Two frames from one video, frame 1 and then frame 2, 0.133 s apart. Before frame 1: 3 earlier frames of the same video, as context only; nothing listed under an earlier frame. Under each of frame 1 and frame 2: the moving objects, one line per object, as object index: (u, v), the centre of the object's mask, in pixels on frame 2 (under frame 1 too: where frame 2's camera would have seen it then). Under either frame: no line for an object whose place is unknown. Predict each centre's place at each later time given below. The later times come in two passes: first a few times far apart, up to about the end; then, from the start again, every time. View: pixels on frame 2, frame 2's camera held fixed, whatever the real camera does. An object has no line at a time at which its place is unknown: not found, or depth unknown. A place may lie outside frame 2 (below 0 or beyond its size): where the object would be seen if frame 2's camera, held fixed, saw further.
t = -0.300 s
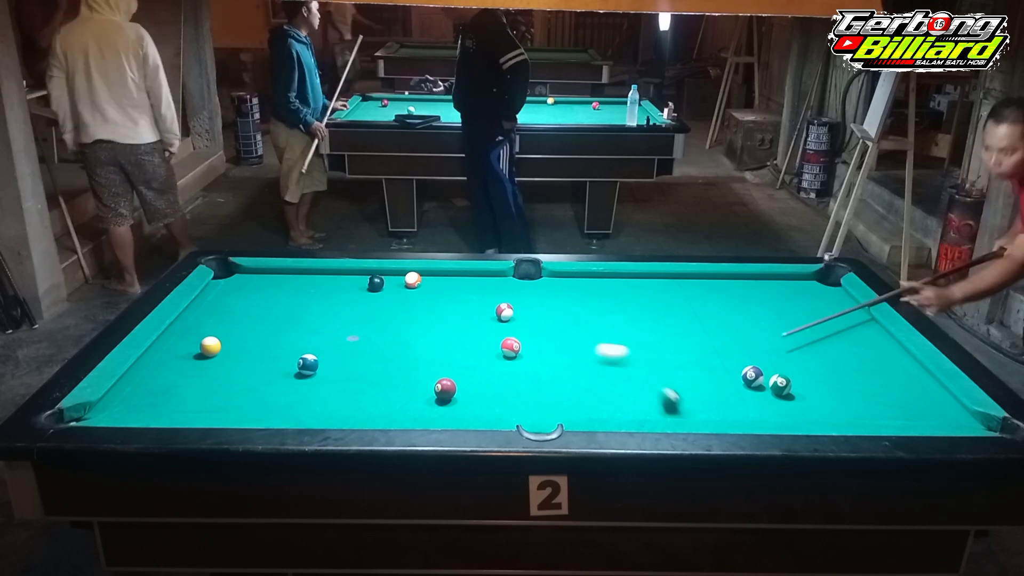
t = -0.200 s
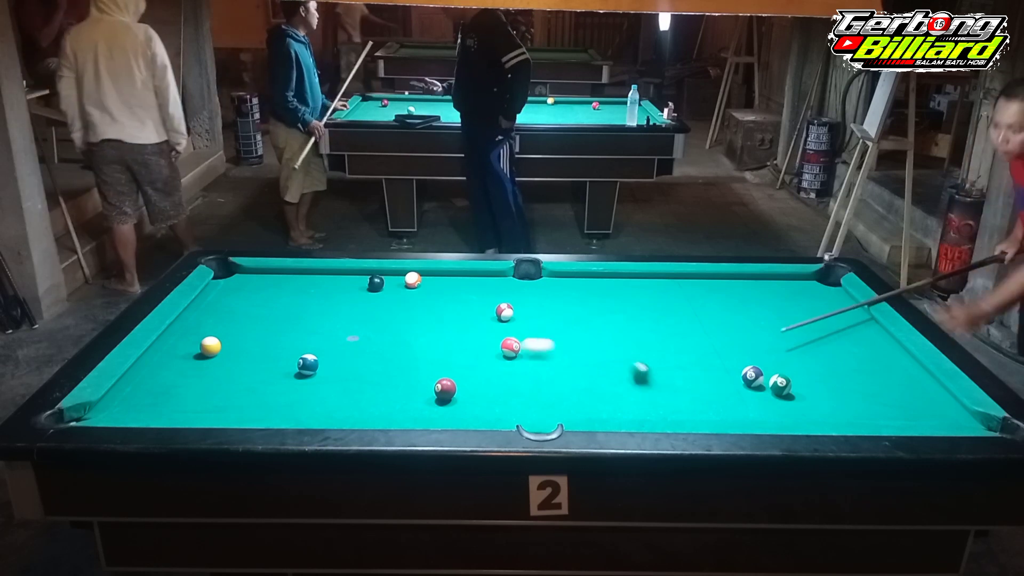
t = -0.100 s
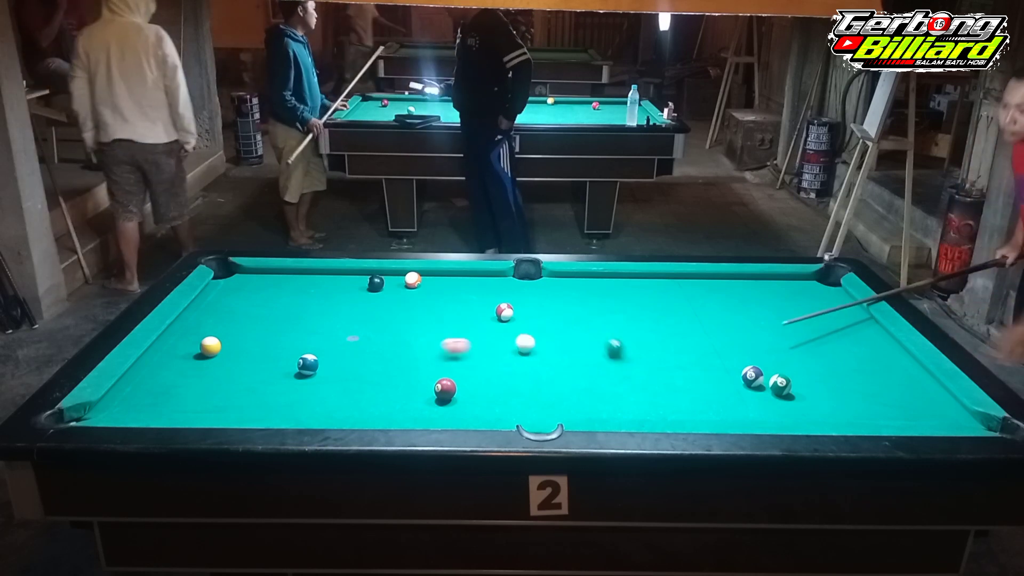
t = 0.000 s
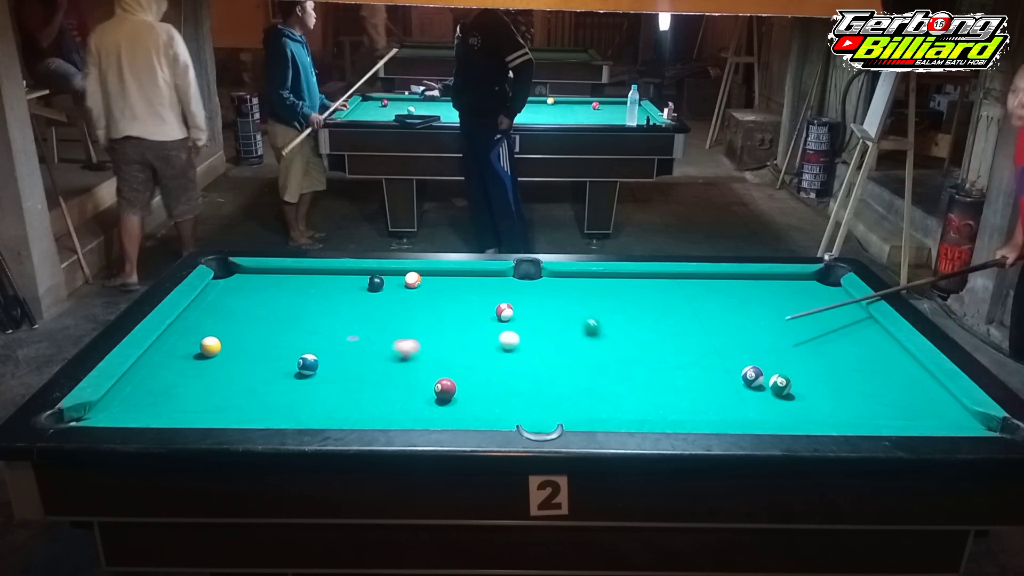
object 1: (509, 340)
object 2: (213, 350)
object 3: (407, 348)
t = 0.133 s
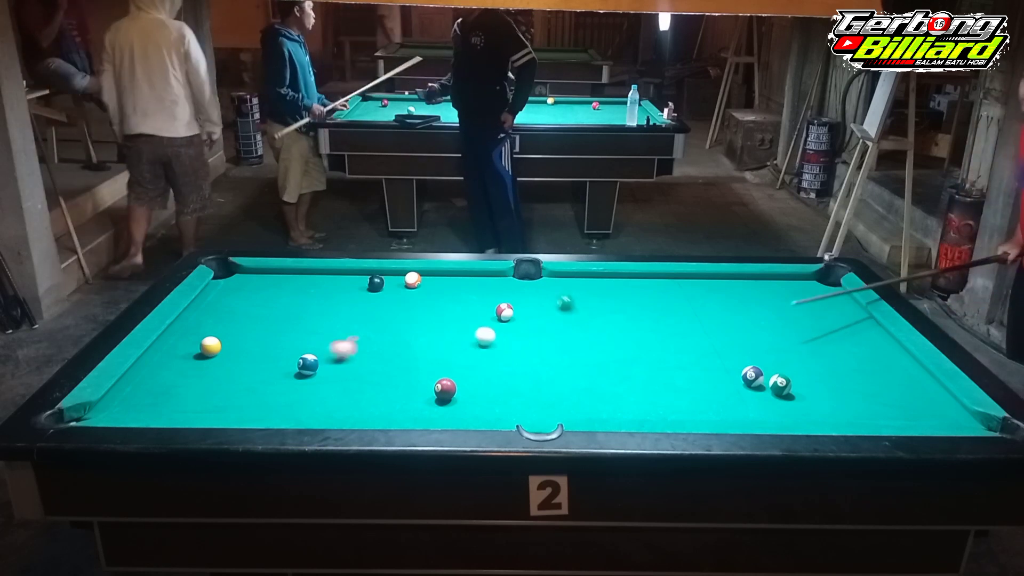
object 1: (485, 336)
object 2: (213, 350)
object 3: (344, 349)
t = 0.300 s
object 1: (457, 332)
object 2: (212, 349)
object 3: (265, 351)
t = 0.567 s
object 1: (415, 325)
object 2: (192, 336)
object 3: (159, 366)
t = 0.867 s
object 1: (372, 318)
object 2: (193, 325)
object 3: (181, 387)
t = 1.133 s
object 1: (337, 312)
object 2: (221, 319)
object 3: (232, 403)
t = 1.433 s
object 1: (302, 306)
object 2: (248, 314)
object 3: (291, 404)
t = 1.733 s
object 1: (274, 297)
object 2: (271, 310)
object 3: (344, 394)
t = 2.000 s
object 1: (249, 295)
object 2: (287, 306)
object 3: (385, 385)
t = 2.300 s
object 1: (227, 290)
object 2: (303, 302)
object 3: (424, 376)
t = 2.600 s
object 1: (218, 286)
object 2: (315, 299)
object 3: (458, 368)
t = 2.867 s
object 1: (235, 282)
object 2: (324, 296)
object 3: (482, 362)
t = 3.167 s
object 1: (249, 279)
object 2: (330, 293)
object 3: (505, 355)
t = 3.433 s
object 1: (261, 277)
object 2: (334, 292)
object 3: (521, 349)
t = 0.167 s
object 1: (479, 335)
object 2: (213, 350)
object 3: (328, 350)
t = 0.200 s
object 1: (474, 334)
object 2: (213, 350)
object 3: (313, 348)
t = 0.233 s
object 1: (468, 334)
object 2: (213, 350)
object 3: (295, 350)
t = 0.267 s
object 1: (462, 333)
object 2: (213, 350)
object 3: (280, 351)
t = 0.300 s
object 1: (457, 332)
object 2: (212, 349)
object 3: (265, 351)
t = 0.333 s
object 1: (451, 331)
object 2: (212, 349)
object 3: (249, 351)
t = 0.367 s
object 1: (446, 330)
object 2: (212, 349)
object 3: (233, 352)
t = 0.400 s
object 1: (441, 329)
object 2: (207, 342)
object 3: (218, 353)
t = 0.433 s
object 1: (436, 328)
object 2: (207, 342)
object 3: (207, 356)
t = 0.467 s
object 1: (430, 327)
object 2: (202, 341)
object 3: (195, 359)
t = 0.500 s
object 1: (425, 327)
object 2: (198, 340)
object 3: (184, 361)
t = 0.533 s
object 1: (420, 326)
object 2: (195, 338)
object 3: (172, 364)
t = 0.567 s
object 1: (415, 325)
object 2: (192, 336)
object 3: (159, 366)
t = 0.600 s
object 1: (410, 324)
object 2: (189, 334)
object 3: (147, 369)
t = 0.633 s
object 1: (405, 323)
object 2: (186, 332)
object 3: (138, 372)
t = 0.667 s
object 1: (400, 323)
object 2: (183, 331)
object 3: (143, 375)
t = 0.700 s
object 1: (395, 322)
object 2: (180, 329)
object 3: (149, 377)
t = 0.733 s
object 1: (390, 321)
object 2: (177, 328)
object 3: (156, 379)
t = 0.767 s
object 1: (385, 321)
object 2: (181, 327)
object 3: (162, 381)
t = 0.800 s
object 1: (381, 320)
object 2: (185, 326)
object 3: (168, 383)
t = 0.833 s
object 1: (376, 319)
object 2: (189, 325)
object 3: (174, 385)
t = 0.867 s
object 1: (372, 318)
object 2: (193, 325)
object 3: (181, 387)
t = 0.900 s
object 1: (367, 318)
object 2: (196, 324)
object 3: (187, 390)
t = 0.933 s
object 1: (363, 317)
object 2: (200, 323)
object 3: (193, 391)
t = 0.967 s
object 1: (358, 316)
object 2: (204, 323)
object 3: (199, 394)
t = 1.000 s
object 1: (354, 315)
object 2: (207, 322)
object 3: (206, 396)
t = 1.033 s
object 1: (350, 315)
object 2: (211, 321)
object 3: (212, 398)
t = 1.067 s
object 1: (345, 314)
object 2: (214, 321)
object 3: (219, 400)
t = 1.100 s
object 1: (341, 313)
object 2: (217, 320)
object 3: (225, 402)
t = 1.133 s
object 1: (337, 312)
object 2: (221, 319)
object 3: (232, 403)
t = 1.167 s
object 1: (333, 312)
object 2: (224, 319)
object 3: (239, 405)
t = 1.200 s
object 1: (329, 311)
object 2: (228, 318)
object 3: (245, 406)
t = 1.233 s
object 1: (325, 310)
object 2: (231, 318)
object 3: (251, 408)
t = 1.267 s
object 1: (321, 310)
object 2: (234, 317)
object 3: (258, 408)
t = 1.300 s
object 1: (318, 309)
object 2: (237, 316)
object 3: (265, 408)
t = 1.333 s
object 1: (314, 308)
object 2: (240, 316)
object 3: (272, 407)
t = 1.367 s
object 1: (310, 308)
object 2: (242, 315)
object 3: (278, 406)
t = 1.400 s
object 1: (306, 307)
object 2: (245, 315)
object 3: (284, 405)
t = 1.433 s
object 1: (302, 306)
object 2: (248, 314)
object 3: (291, 404)
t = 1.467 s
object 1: (299, 306)
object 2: (251, 313)
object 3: (297, 404)
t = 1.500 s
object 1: (296, 305)
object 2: (253, 313)
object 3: (303, 403)
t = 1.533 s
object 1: (292, 304)
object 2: (256, 313)
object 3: (309, 402)
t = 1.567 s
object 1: (288, 303)
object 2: (258, 312)
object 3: (315, 401)
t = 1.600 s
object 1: (285, 303)
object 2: (261, 311)
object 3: (321, 399)
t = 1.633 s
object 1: (282, 302)
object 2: (263, 311)
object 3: (327, 398)
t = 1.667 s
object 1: (280, 301)
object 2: (266, 310)
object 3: (332, 397)
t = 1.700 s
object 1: (277, 299)
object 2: (268, 310)
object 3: (338, 396)
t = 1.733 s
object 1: (274, 297)
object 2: (271, 310)
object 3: (344, 394)
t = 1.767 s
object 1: (270, 297)
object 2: (272, 310)
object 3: (349, 393)
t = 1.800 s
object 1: (266, 298)
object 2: (275, 309)
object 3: (354, 392)
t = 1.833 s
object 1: (263, 298)
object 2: (277, 308)
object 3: (359, 391)
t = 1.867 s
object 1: (261, 298)
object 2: (279, 307)
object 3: (365, 390)
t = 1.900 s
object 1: (258, 297)
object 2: (282, 307)
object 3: (370, 388)
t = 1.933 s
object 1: (255, 297)
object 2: (284, 307)
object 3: (375, 387)
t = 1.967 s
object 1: (252, 296)
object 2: (286, 306)
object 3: (380, 386)
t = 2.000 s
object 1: (249, 295)
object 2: (287, 306)
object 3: (385, 385)
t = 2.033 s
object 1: (247, 295)
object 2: (289, 305)
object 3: (389, 384)
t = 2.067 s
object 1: (244, 294)
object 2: (291, 305)
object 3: (394, 383)
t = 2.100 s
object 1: (242, 294)
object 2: (293, 305)
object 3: (399, 382)
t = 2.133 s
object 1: (239, 293)
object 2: (295, 304)
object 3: (403, 381)
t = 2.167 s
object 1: (237, 293)
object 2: (297, 304)
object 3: (408, 380)
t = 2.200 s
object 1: (234, 292)
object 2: (298, 303)
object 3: (412, 379)
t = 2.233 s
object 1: (232, 292)
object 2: (300, 303)
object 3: (416, 378)
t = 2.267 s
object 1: (229, 291)
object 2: (301, 303)
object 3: (420, 377)
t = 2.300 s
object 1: (227, 290)
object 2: (303, 302)
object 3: (424, 376)
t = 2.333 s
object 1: (225, 290)
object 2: (305, 302)
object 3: (428, 375)
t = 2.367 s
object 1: (222, 289)
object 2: (306, 301)
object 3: (432, 373)
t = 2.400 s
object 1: (220, 289)
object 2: (308, 301)
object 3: (436, 372)
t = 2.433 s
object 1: (218, 288)
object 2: (309, 300)
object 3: (440, 370)
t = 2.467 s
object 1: (215, 288)
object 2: (311, 300)
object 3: (444, 369)
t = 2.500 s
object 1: (213, 287)
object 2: (312, 300)
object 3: (447, 369)
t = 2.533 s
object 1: (214, 287)
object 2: (313, 300)
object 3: (451, 368)
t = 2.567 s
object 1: (216, 286)
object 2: (314, 299)
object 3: (454, 368)
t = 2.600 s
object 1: (218, 286)
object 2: (315, 299)
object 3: (458, 368)
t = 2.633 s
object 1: (221, 285)
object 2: (316, 298)
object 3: (461, 367)
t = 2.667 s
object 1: (223, 285)
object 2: (318, 298)
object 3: (464, 366)
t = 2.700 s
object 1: (225, 284)
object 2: (319, 298)
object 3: (468, 366)
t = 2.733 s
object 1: (227, 284)
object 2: (320, 297)
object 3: (471, 365)
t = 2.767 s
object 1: (229, 284)
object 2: (321, 297)
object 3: (473, 364)
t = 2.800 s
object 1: (231, 283)
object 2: (322, 297)
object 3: (476, 363)
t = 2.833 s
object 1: (233, 283)
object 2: (323, 296)
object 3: (480, 362)
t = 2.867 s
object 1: (235, 282)
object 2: (324, 296)
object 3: (482, 362)
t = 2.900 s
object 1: (237, 282)
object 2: (325, 295)
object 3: (485, 361)
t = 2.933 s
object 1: (239, 282)
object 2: (326, 295)
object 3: (488, 360)
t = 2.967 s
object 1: (241, 281)
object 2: (326, 295)
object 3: (490, 359)
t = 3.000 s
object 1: (242, 281)
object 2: (327, 295)
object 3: (493, 359)
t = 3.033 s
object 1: (244, 281)
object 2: (328, 294)
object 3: (496, 358)
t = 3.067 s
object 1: (246, 280)
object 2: (328, 294)
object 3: (498, 357)
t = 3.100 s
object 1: (247, 280)
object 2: (329, 294)
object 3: (500, 356)
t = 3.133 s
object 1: (248, 279)
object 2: (329, 294)
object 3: (503, 355)
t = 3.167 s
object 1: (249, 279)
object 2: (330, 293)
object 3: (505, 355)
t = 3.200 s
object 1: (250, 278)
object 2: (330, 293)
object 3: (507, 354)
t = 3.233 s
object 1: (252, 278)
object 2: (331, 292)
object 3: (509, 353)
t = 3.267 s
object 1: (254, 278)
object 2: (331, 293)
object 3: (511, 353)
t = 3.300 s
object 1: (256, 278)
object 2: (332, 293)
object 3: (514, 352)
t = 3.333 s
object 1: (258, 278)
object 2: (332, 292)
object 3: (515, 351)
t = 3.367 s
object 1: (259, 278)
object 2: (333, 292)
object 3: (518, 351)
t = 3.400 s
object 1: (260, 277)
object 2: (333, 292)
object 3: (519, 350)
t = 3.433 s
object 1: (261, 277)
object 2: (334, 292)
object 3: (521, 349)
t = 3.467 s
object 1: (263, 277)
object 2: (334, 291)
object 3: (523, 349)
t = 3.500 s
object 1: (264, 277)
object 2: (334, 291)
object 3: (525, 348)
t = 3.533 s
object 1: (265, 276)
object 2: (335, 291)
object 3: (527, 347)
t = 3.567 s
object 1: (266, 276)
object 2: (335, 291)
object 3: (528, 347)
